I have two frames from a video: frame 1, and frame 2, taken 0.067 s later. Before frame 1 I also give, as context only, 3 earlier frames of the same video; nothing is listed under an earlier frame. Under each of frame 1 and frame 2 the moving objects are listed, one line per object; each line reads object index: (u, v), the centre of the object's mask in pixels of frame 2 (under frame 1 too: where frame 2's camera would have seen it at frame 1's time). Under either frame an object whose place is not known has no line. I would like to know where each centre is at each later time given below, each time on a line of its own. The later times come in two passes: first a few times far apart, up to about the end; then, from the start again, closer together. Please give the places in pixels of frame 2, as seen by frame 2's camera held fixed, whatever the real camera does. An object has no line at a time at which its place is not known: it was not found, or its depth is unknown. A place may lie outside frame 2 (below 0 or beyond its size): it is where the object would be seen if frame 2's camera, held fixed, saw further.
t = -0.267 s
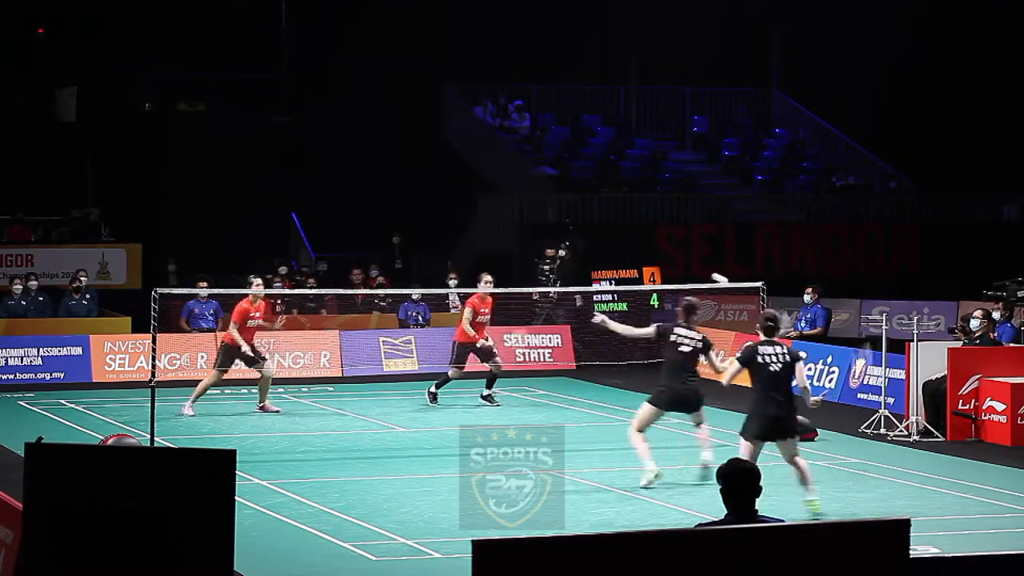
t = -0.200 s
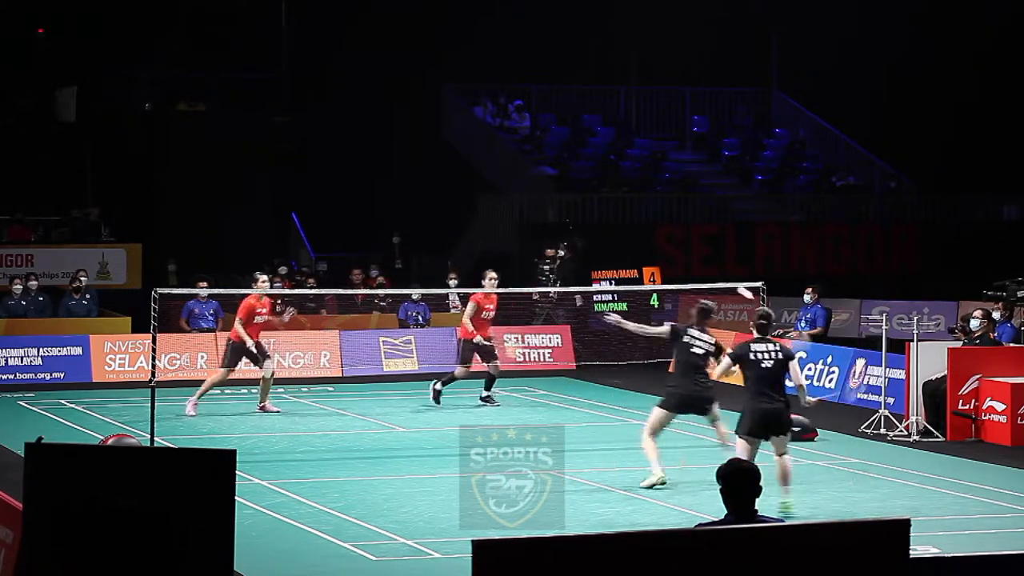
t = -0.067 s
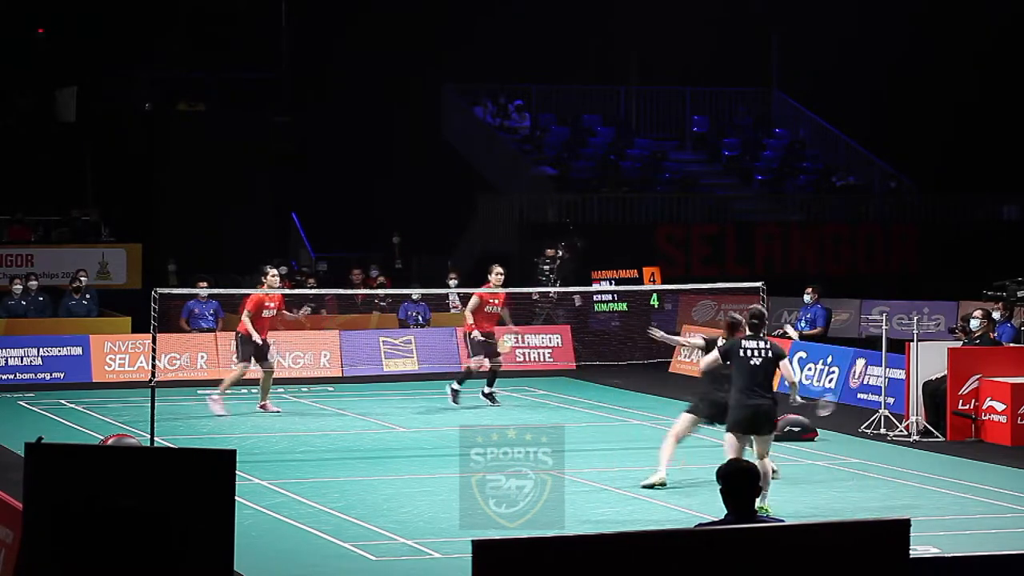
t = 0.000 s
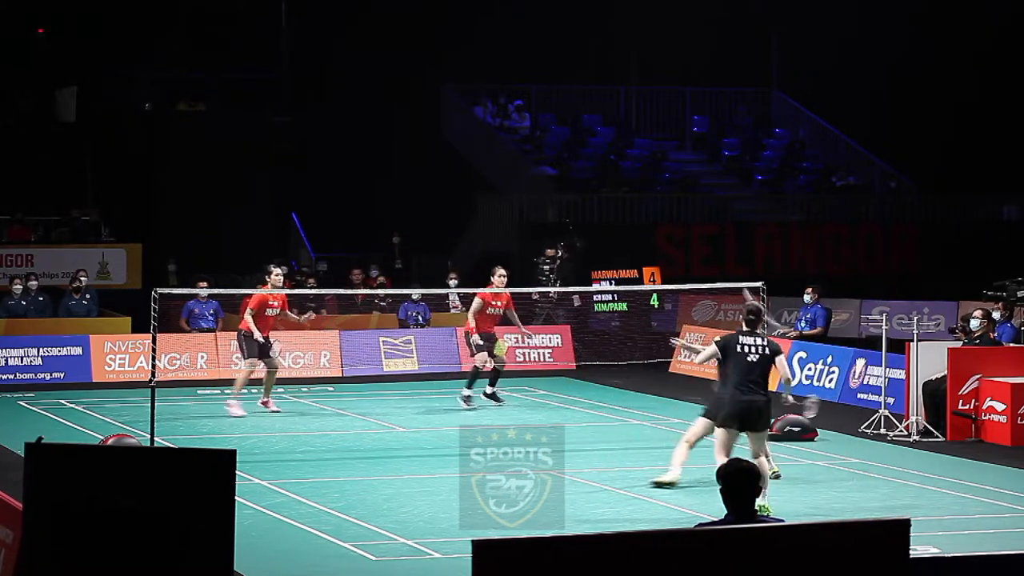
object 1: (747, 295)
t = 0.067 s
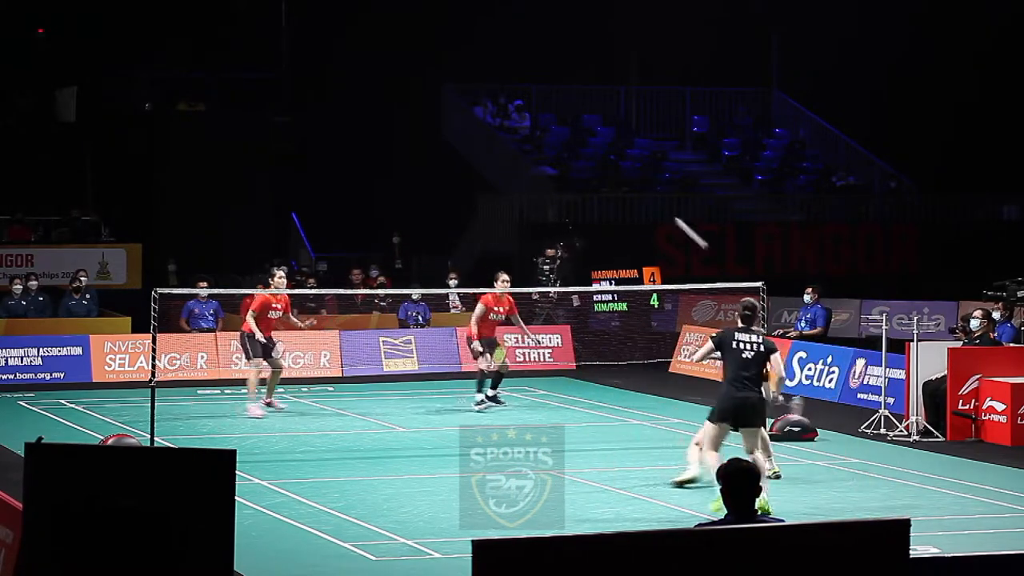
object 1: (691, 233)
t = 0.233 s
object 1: (582, 134)
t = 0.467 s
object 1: (503, 91)
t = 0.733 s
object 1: (449, 108)
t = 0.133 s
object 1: (638, 183)
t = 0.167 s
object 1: (618, 164)
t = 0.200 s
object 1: (599, 148)
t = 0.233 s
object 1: (582, 134)
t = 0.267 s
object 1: (568, 123)
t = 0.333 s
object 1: (543, 107)
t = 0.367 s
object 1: (532, 101)
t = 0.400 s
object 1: (521, 97)
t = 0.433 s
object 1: (512, 93)
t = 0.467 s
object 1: (503, 91)
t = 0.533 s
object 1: (487, 90)
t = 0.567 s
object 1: (480, 91)
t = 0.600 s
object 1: (473, 93)
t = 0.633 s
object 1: (466, 96)
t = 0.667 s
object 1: (461, 99)
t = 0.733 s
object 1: (449, 108)
